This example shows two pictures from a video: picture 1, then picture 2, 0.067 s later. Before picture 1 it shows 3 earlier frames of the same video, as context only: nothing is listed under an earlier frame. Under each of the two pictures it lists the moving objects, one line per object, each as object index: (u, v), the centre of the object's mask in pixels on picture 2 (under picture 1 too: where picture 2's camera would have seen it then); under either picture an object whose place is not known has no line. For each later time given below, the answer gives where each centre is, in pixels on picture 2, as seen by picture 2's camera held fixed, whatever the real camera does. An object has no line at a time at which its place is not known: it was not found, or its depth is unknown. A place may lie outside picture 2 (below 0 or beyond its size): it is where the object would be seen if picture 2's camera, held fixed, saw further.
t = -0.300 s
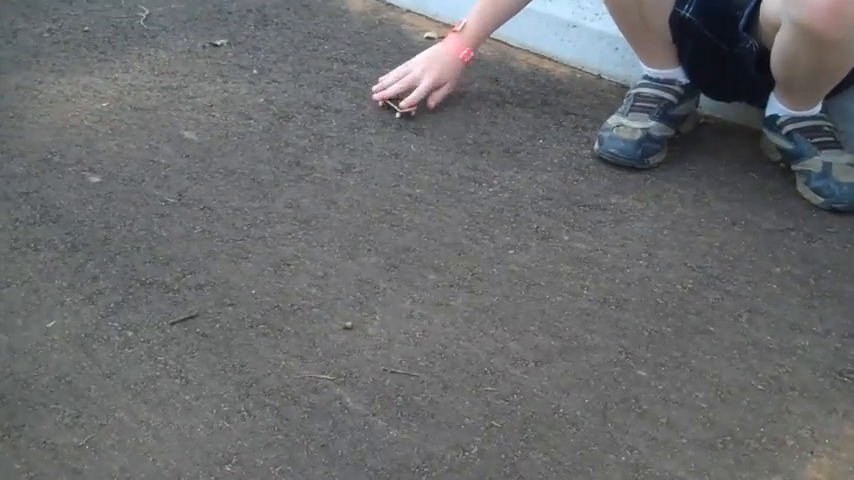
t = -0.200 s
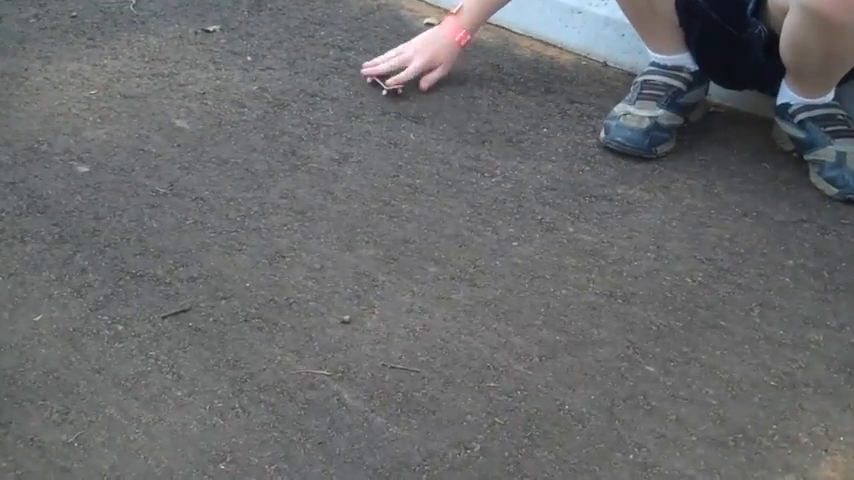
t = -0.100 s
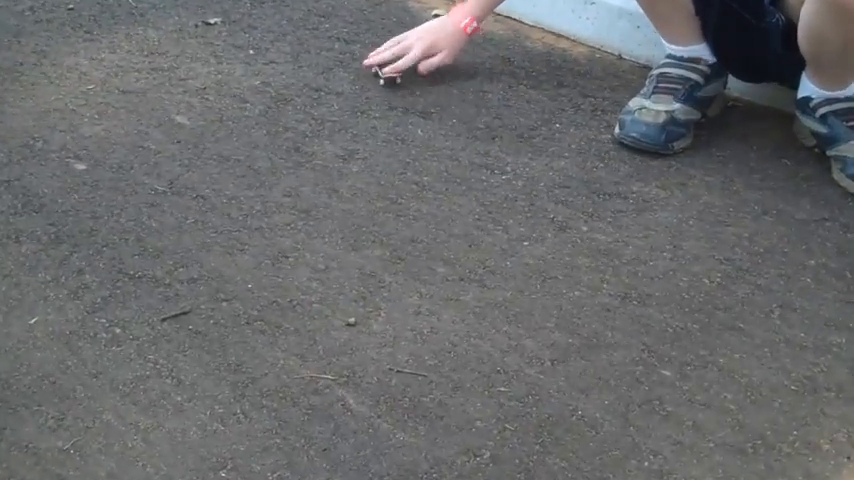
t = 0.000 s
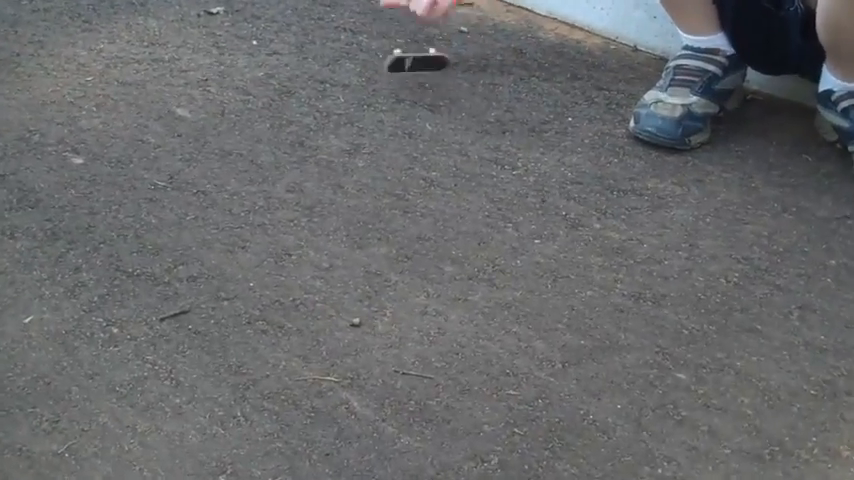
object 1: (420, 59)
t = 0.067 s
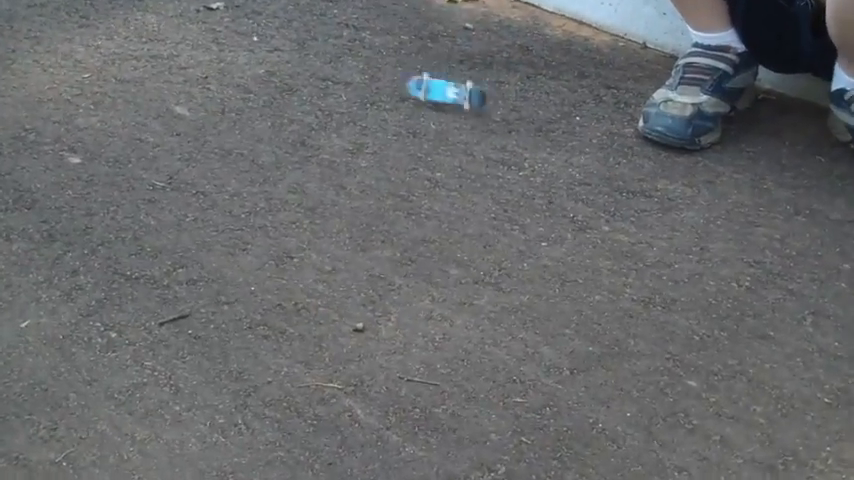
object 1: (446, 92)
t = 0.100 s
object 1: (455, 107)
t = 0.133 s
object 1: (464, 128)
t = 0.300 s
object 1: (517, 192)
